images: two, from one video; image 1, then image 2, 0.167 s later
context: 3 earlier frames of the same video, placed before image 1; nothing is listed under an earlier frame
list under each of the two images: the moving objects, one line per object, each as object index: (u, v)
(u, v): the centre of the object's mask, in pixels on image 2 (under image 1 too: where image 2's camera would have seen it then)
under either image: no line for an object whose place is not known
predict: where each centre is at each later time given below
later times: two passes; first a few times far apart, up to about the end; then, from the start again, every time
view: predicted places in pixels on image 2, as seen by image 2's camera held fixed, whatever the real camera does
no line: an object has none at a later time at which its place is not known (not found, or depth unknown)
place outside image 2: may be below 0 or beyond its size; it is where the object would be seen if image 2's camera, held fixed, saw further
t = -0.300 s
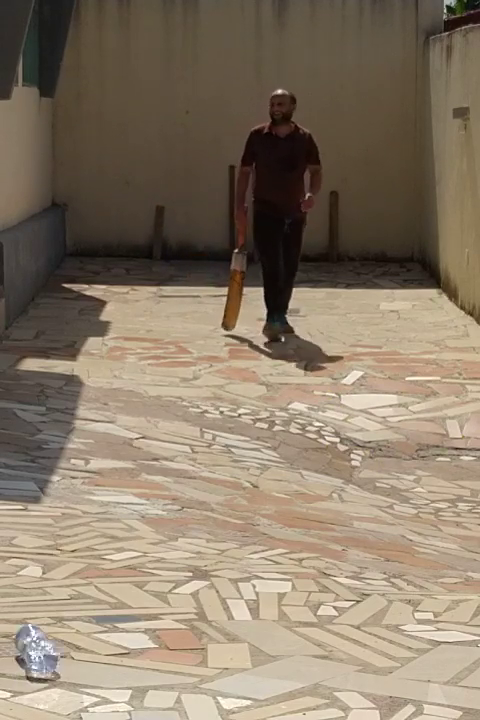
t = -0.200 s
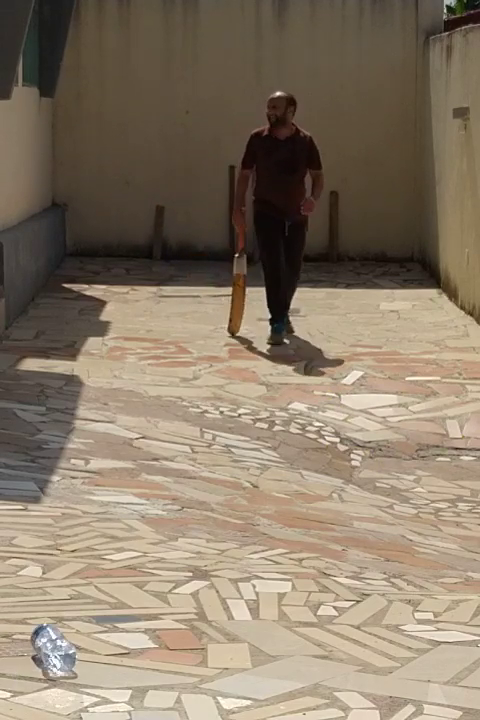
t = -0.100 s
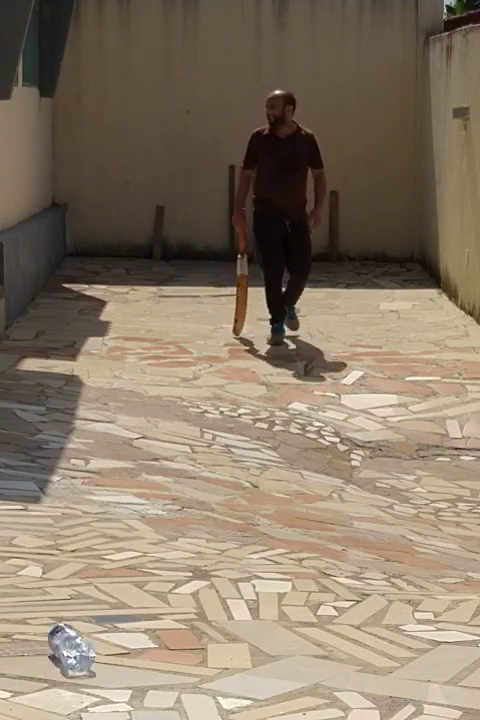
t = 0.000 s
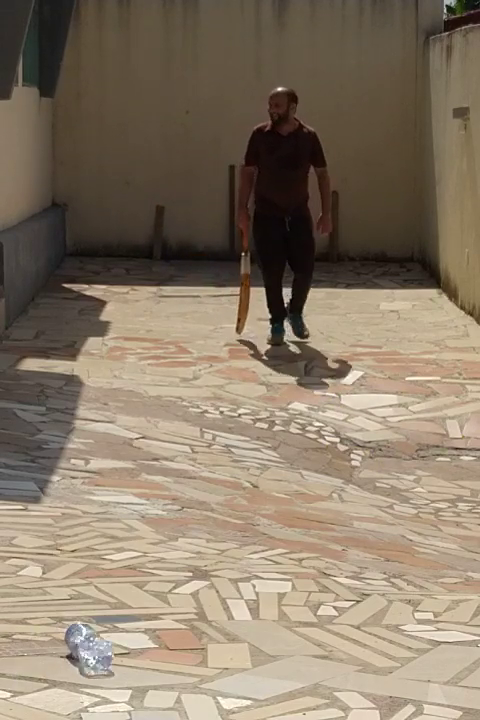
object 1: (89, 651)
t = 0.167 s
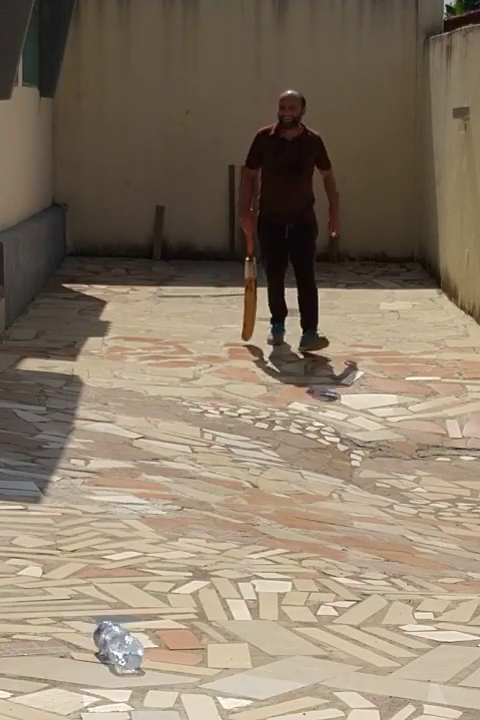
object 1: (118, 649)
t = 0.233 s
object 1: (131, 649)
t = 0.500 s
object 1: (181, 647)
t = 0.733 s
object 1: (229, 644)
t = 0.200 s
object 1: (125, 649)
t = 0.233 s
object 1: (131, 649)
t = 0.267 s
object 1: (137, 648)
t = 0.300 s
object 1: (143, 648)
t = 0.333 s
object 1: (149, 648)
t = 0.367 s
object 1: (156, 648)
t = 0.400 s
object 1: (162, 648)
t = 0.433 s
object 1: (168, 647)
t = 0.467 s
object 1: (175, 647)
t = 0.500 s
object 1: (181, 647)
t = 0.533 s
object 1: (189, 646)
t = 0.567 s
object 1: (196, 645)
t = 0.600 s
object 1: (202, 645)
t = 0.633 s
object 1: (209, 645)
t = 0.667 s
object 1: (215, 644)
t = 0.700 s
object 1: (222, 644)
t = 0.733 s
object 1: (229, 644)
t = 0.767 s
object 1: (236, 644)
